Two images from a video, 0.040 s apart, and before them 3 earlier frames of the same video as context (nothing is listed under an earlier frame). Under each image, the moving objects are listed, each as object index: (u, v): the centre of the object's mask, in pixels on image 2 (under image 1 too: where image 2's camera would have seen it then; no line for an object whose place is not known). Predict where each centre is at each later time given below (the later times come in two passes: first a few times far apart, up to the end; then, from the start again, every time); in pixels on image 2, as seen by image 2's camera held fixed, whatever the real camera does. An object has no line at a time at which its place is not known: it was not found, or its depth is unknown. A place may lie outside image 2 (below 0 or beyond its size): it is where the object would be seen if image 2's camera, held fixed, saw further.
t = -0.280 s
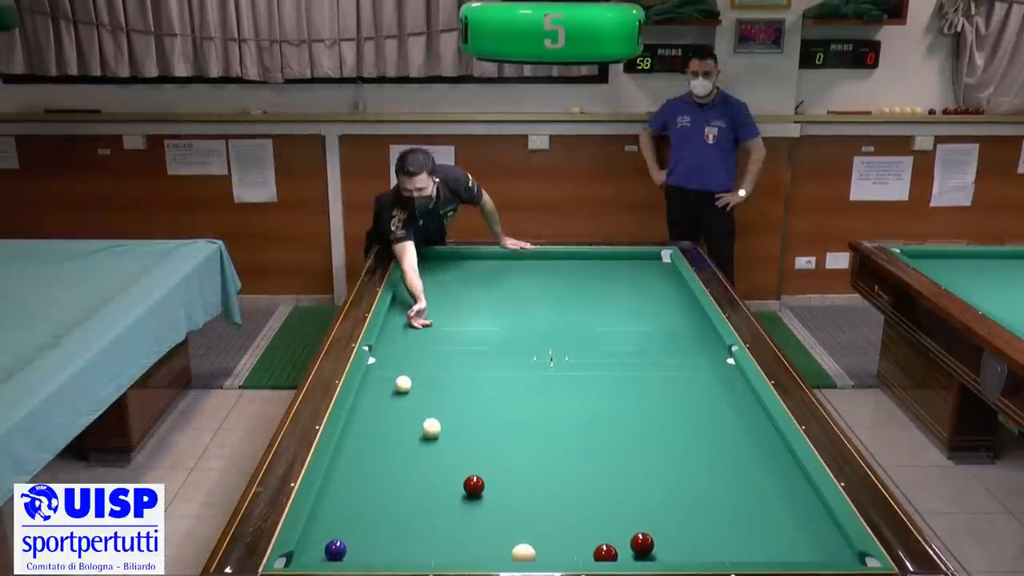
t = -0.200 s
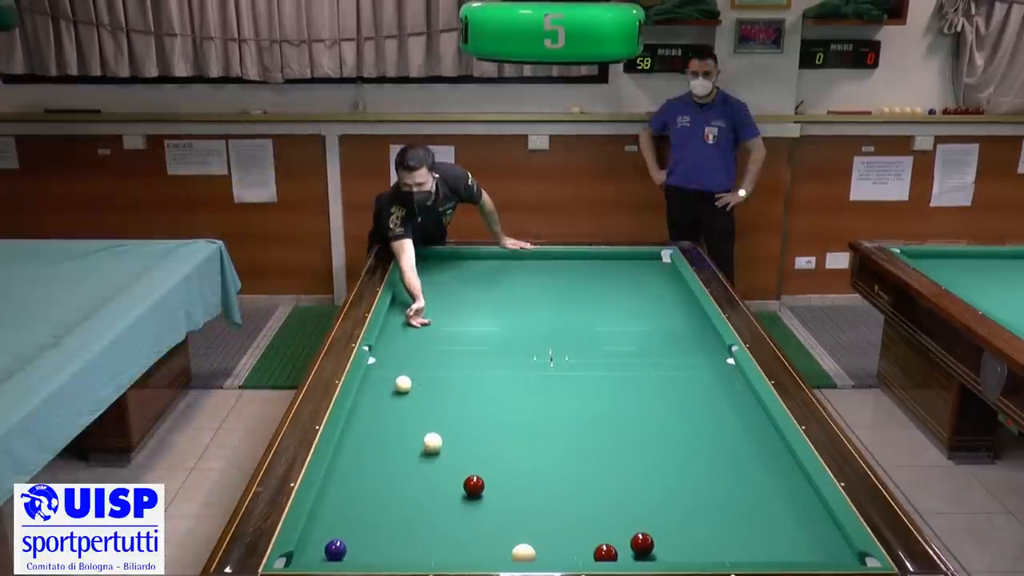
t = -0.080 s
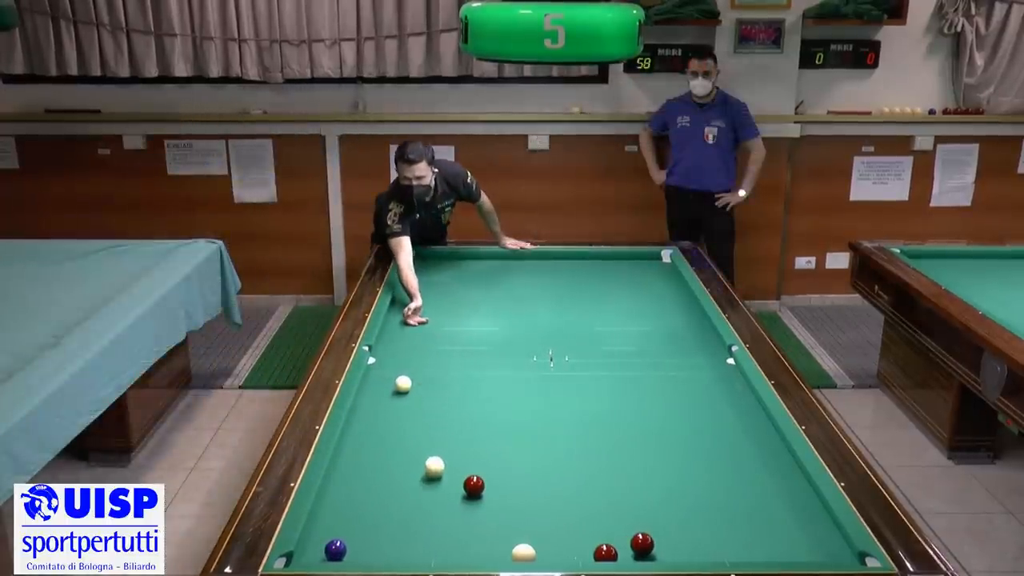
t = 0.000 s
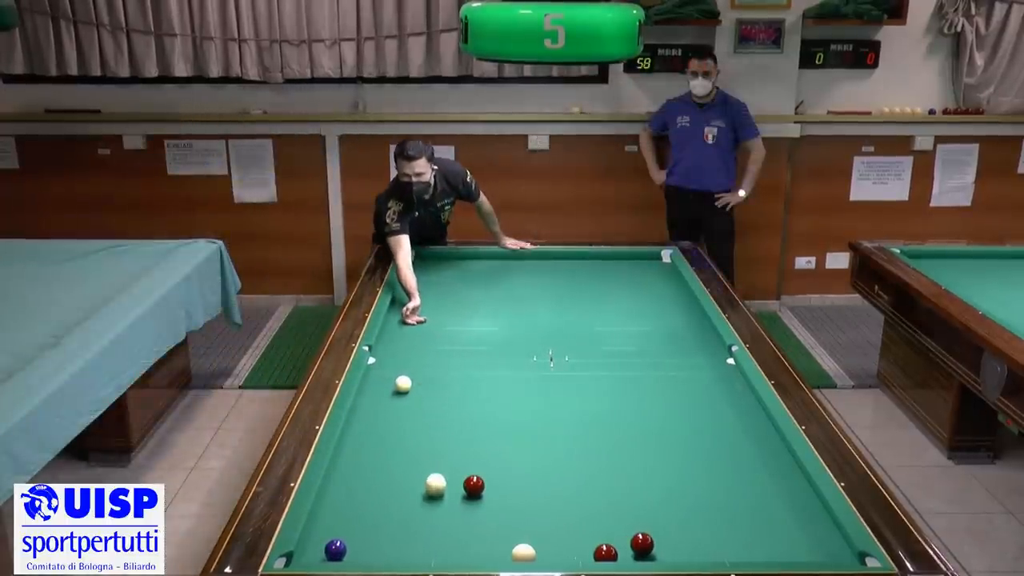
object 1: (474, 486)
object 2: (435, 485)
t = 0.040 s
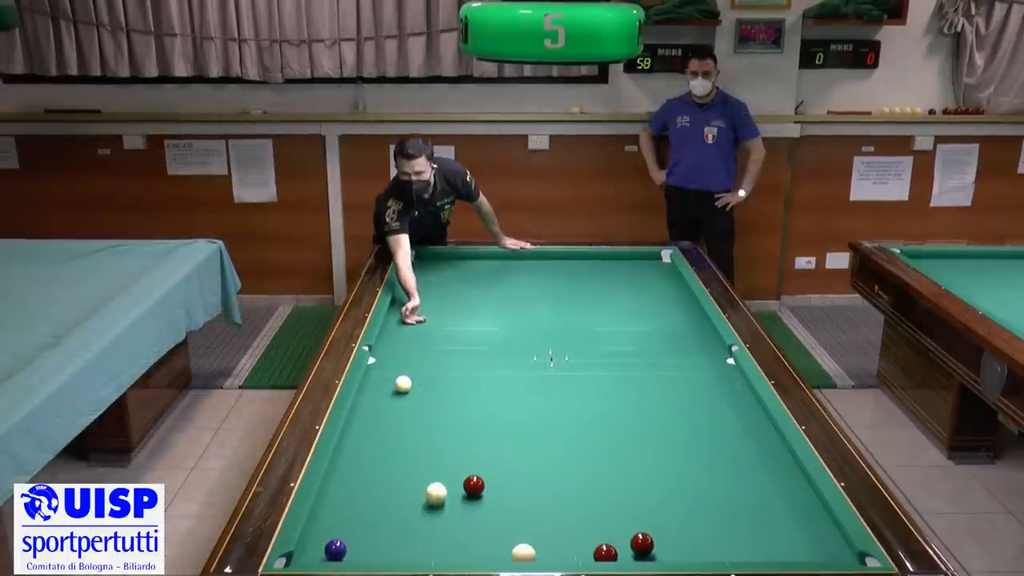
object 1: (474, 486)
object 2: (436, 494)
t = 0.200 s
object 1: (474, 486)
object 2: (439, 534)
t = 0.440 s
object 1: (474, 486)
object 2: (449, 533)
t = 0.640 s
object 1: (474, 485)
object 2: (458, 500)
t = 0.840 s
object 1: (493, 472)
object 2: (446, 485)
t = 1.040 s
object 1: (511, 459)
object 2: (433, 472)
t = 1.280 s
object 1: (531, 445)
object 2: (419, 457)
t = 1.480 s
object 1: (547, 434)
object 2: (408, 446)
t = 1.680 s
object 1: (561, 424)
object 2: (398, 435)
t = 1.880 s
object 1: (574, 414)
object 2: (389, 425)
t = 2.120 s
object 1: (589, 403)
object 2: (378, 414)
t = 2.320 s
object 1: (601, 395)
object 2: (371, 405)
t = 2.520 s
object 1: (611, 387)
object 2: (363, 397)
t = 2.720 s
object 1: (621, 380)
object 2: (369, 391)
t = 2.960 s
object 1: (632, 372)
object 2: (377, 385)
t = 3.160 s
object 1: (640, 365)
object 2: (383, 379)
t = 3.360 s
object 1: (649, 359)
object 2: (388, 374)
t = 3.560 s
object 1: (656, 354)
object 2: (393, 370)
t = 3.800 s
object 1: (664, 347)
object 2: (399, 365)
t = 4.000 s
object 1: (671, 342)
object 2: (404, 361)
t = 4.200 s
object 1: (677, 337)
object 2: (408, 357)
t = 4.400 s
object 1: (683, 332)
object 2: (412, 354)
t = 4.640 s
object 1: (689, 327)
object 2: (416, 350)
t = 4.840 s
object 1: (694, 323)
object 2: (418, 347)
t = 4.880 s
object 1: (695, 323)
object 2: (419, 346)
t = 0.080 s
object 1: (474, 486)
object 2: (437, 504)
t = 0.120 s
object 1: (474, 486)
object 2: (437, 514)
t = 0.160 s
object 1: (474, 486)
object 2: (438, 524)
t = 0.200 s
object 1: (474, 486)
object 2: (439, 534)
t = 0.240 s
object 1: (474, 486)
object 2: (440, 545)
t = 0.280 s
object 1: (474, 486)
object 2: (441, 553)
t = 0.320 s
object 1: (474, 485)
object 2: (443, 554)
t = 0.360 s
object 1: (474, 486)
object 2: (445, 549)
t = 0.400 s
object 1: (474, 486)
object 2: (447, 540)
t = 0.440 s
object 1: (474, 486)
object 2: (449, 533)
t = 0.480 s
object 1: (474, 486)
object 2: (451, 525)
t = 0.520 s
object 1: (474, 486)
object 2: (453, 519)
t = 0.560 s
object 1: (474, 486)
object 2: (455, 512)
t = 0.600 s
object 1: (474, 485)
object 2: (457, 506)
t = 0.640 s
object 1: (474, 485)
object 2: (458, 500)
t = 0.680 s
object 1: (475, 484)
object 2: (459, 494)
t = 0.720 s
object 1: (480, 481)
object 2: (455, 492)
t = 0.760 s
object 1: (485, 478)
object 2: (451, 490)
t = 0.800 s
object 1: (489, 475)
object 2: (449, 487)
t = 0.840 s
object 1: (493, 472)
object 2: (446, 485)
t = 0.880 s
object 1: (497, 470)
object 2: (443, 482)
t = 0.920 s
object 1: (500, 467)
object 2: (441, 479)
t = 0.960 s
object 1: (504, 464)
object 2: (438, 477)
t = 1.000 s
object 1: (508, 462)
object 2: (436, 474)
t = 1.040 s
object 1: (511, 459)
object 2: (433, 472)
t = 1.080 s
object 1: (515, 457)
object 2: (431, 469)
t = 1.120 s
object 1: (518, 454)
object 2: (428, 466)
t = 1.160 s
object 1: (521, 452)
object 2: (426, 464)
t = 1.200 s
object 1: (525, 450)
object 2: (423, 462)
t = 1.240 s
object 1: (528, 447)
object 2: (421, 459)
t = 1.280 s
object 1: (531, 445)
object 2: (419, 457)
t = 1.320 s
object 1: (534, 443)
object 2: (417, 455)
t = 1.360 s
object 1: (538, 441)
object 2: (414, 452)
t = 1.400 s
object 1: (541, 438)
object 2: (413, 450)
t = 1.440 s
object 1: (544, 436)
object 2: (410, 448)
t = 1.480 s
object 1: (547, 434)
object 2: (408, 446)
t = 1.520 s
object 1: (550, 432)
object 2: (406, 443)
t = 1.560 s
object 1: (553, 430)
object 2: (404, 441)
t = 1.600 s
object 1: (556, 428)
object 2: (402, 439)
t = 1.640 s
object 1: (558, 426)
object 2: (400, 437)
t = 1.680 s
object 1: (561, 424)
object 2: (398, 435)
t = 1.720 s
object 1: (564, 422)
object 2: (396, 433)
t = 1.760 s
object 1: (567, 420)
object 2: (394, 431)
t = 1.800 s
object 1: (569, 418)
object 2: (392, 429)
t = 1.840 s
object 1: (572, 416)
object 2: (391, 427)
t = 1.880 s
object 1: (574, 414)
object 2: (389, 425)
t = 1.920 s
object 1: (577, 412)
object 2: (387, 423)
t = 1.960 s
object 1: (579, 410)
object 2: (385, 421)
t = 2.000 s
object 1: (582, 408)
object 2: (384, 419)
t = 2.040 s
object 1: (584, 407)
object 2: (382, 417)
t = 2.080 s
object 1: (587, 405)
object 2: (380, 416)
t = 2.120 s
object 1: (589, 403)
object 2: (378, 414)
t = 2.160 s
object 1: (591, 402)
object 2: (377, 412)
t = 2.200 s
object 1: (594, 400)
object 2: (375, 410)
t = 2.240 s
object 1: (596, 398)
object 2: (374, 409)
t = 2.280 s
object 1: (598, 397)
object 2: (372, 407)
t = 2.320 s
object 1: (601, 395)
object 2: (371, 405)
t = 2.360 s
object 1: (603, 393)
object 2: (369, 404)
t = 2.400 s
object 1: (605, 392)
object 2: (368, 402)
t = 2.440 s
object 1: (607, 390)
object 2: (366, 400)
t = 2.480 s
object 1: (609, 389)
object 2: (364, 399)
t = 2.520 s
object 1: (611, 387)
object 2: (363, 397)
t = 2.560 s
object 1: (613, 386)
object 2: (364, 396)
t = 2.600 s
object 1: (615, 384)
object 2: (365, 394)
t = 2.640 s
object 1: (617, 383)
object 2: (367, 393)
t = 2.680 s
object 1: (619, 381)
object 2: (368, 392)
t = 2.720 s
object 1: (621, 380)
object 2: (369, 391)
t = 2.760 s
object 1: (623, 378)
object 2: (371, 390)
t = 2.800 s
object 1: (625, 377)
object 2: (372, 389)
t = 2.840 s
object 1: (627, 376)
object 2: (374, 388)
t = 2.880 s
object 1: (628, 374)
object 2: (375, 387)
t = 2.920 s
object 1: (630, 373)
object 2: (376, 386)
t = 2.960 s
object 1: (632, 372)
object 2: (377, 385)
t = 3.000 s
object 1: (634, 370)
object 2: (378, 384)
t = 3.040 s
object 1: (635, 369)
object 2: (379, 382)
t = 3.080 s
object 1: (637, 368)
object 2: (381, 381)
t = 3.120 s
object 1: (639, 366)
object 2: (382, 380)
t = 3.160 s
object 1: (640, 365)
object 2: (383, 379)
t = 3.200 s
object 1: (642, 364)
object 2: (384, 378)
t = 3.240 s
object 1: (644, 363)
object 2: (385, 377)
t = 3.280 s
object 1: (646, 362)
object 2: (386, 377)
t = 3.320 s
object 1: (647, 361)
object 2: (387, 375)
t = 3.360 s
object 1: (649, 359)
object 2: (388, 374)
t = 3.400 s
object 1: (650, 358)
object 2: (389, 374)
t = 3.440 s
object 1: (652, 357)
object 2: (390, 373)
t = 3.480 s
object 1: (653, 356)
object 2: (391, 372)
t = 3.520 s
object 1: (655, 355)
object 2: (392, 371)
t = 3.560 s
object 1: (656, 354)
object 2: (393, 370)
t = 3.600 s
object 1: (658, 352)
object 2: (394, 369)
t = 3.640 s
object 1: (659, 351)
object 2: (396, 367)
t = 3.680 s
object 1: (660, 350)
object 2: (396, 367)
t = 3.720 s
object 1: (662, 349)
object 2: (398, 366)
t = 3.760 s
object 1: (663, 348)
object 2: (398, 365)
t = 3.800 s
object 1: (664, 347)
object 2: (399, 365)
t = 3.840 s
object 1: (666, 346)
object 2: (400, 364)
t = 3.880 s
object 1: (667, 345)
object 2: (401, 363)
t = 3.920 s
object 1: (668, 344)
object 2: (402, 362)
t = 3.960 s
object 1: (670, 343)
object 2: (403, 361)
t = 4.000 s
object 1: (671, 342)
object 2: (404, 361)
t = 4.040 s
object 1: (672, 341)
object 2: (405, 360)
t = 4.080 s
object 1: (673, 340)
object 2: (405, 359)
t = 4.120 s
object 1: (675, 339)
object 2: (406, 359)
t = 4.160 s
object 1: (676, 338)
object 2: (407, 358)
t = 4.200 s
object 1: (677, 337)
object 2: (408, 357)
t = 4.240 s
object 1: (678, 336)
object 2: (409, 357)
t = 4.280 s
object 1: (679, 335)
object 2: (409, 356)
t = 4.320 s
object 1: (680, 334)
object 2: (410, 355)
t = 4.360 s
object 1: (682, 333)
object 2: (411, 355)
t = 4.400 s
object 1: (683, 332)
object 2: (412, 354)
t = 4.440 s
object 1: (684, 332)
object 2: (412, 353)
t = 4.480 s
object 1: (685, 331)
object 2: (413, 352)
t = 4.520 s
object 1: (686, 330)
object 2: (414, 352)
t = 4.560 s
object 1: (687, 329)
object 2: (414, 351)
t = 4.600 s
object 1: (688, 328)
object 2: (415, 351)
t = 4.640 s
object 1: (689, 327)
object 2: (416, 350)
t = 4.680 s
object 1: (690, 326)
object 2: (416, 349)
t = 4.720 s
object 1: (691, 326)
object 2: (417, 348)
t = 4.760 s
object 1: (692, 325)
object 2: (417, 348)
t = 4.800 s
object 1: (693, 324)
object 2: (418, 347)
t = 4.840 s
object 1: (694, 323)
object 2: (418, 347)
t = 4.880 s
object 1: (695, 323)
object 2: (419, 346)
